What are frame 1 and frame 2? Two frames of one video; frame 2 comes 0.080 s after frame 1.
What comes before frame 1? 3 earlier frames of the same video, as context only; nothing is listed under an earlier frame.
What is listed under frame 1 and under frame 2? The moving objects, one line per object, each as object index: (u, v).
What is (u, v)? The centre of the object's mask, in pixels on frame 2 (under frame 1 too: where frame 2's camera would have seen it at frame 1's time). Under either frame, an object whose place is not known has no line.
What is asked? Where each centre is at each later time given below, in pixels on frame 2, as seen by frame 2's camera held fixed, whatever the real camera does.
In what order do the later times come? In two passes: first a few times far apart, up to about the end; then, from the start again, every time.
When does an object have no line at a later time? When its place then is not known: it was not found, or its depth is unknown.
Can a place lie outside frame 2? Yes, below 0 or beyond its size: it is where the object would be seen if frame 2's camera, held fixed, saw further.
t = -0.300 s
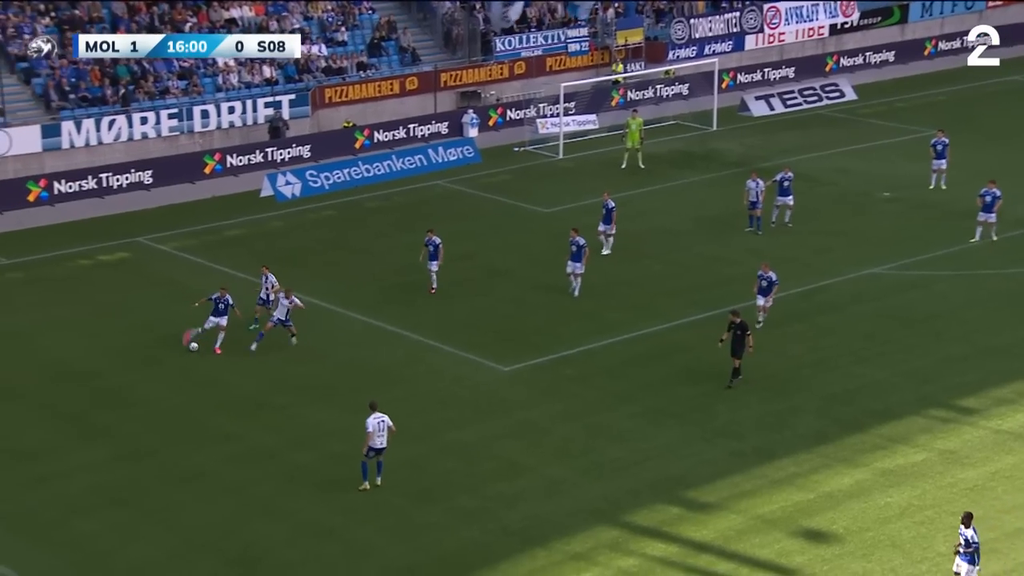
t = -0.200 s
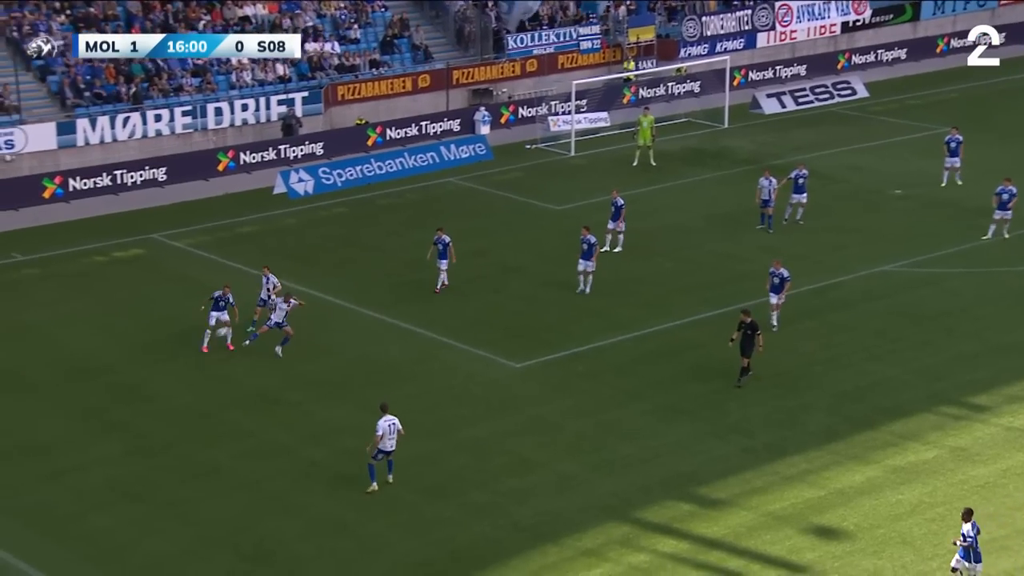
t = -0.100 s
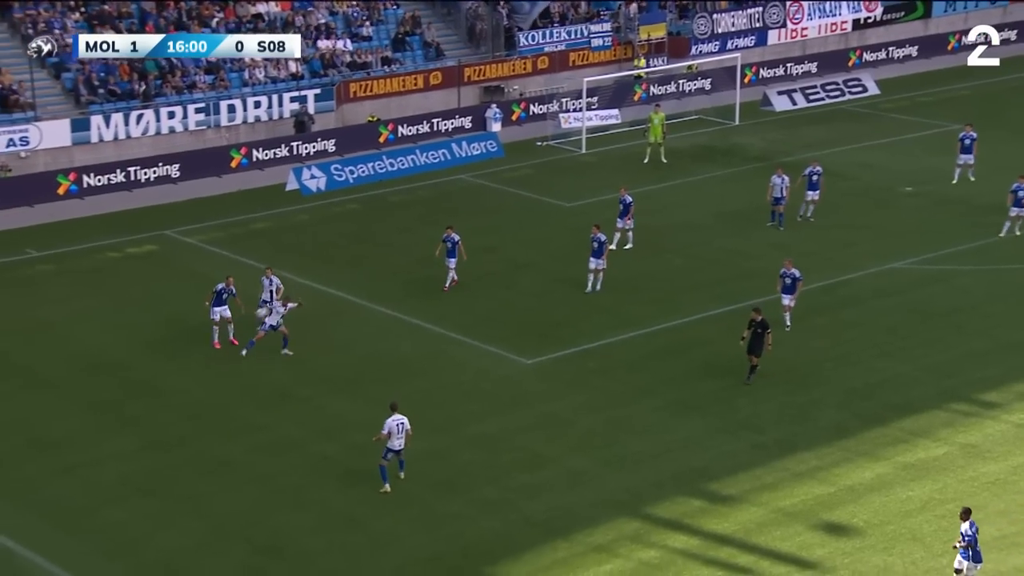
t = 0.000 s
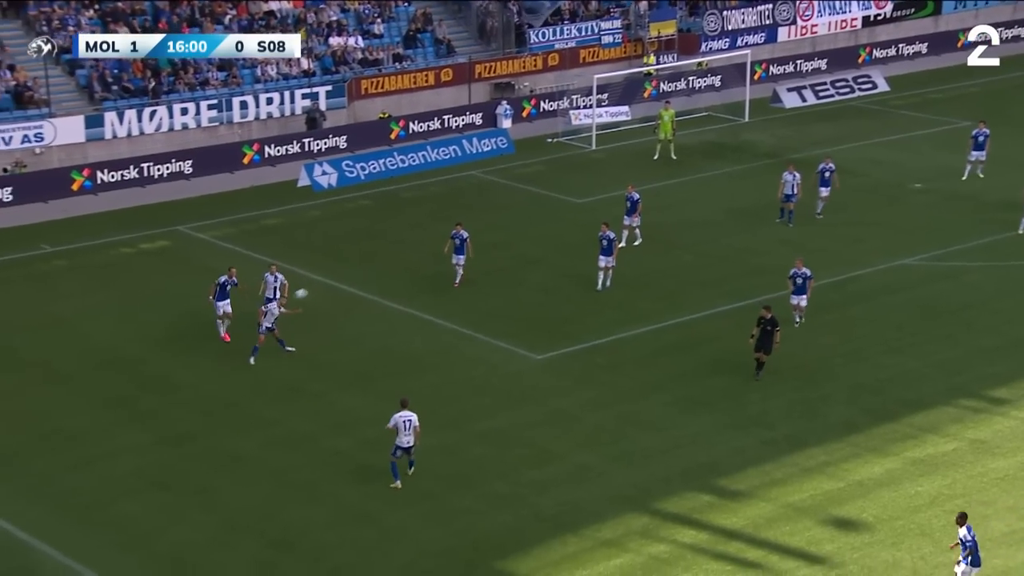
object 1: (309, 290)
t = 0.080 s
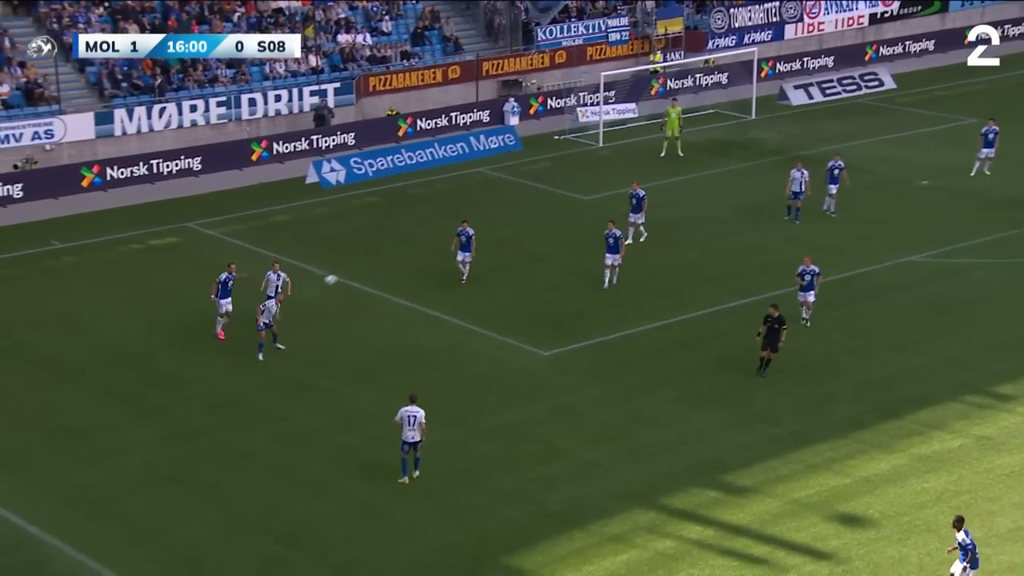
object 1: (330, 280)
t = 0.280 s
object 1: (386, 259)
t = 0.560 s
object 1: (466, 251)
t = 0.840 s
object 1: (547, 268)
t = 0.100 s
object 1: (336, 277)
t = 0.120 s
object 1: (342, 275)
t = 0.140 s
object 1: (347, 273)
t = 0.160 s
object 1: (353, 271)
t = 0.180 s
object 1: (358, 269)
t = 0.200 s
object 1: (363, 267)
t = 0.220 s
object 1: (369, 265)
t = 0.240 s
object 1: (375, 263)
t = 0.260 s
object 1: (381, 261)
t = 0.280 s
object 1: (386, 259)
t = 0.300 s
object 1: (391, 258)
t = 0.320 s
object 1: (397, 257)
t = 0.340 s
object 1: (403, 256)
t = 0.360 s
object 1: (408, 255)
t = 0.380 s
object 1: (414, 254)
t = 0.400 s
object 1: (420, 253)
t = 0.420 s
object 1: (426, 252)
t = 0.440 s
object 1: (431, 252)
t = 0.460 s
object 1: (437, 252)
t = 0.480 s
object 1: (442, 251)
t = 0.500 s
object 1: (447, 251)
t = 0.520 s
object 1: (453, 251)
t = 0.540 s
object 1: (459, 251)
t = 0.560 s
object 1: (466, 251)
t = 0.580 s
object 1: (471, 251)
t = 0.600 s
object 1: (476, 252)
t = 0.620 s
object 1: (482, 252)
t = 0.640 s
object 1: (488, 253)
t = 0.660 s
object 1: (494, 254)
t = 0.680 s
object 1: (500, 255)
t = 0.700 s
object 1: (506, 256)
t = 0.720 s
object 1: (512, 257)
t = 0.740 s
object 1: (517, 259)
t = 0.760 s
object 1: (523, 260)
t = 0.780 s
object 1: (530, 262)
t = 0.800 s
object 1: (536, 264)
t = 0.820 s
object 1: (542, 266)
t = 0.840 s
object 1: (547, 268)
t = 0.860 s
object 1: (554, 271)
